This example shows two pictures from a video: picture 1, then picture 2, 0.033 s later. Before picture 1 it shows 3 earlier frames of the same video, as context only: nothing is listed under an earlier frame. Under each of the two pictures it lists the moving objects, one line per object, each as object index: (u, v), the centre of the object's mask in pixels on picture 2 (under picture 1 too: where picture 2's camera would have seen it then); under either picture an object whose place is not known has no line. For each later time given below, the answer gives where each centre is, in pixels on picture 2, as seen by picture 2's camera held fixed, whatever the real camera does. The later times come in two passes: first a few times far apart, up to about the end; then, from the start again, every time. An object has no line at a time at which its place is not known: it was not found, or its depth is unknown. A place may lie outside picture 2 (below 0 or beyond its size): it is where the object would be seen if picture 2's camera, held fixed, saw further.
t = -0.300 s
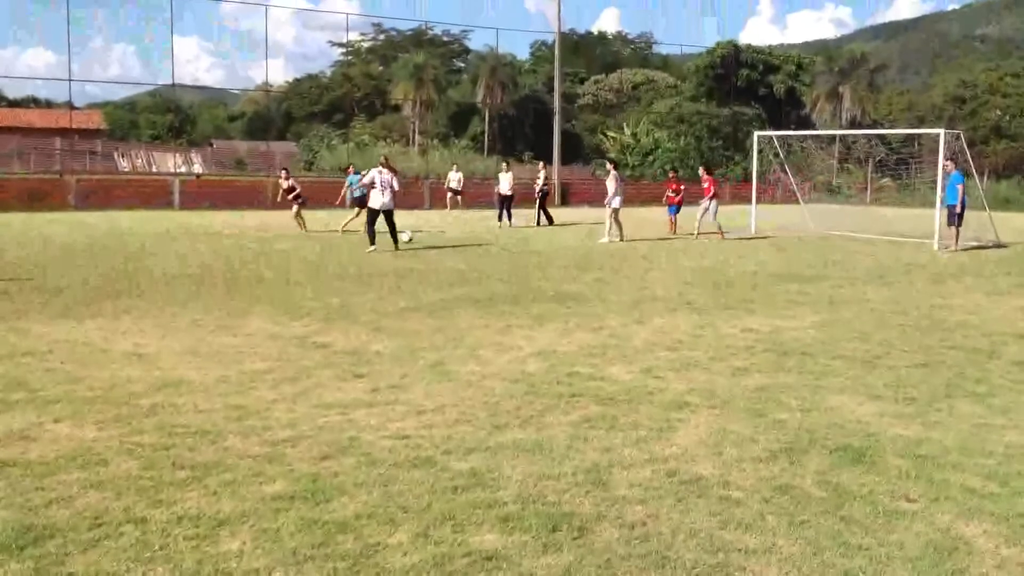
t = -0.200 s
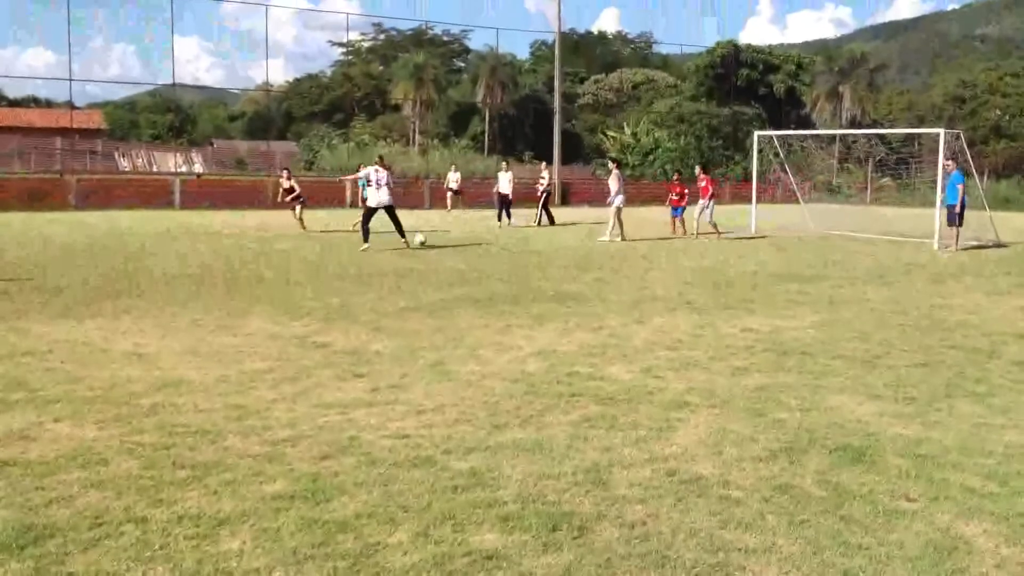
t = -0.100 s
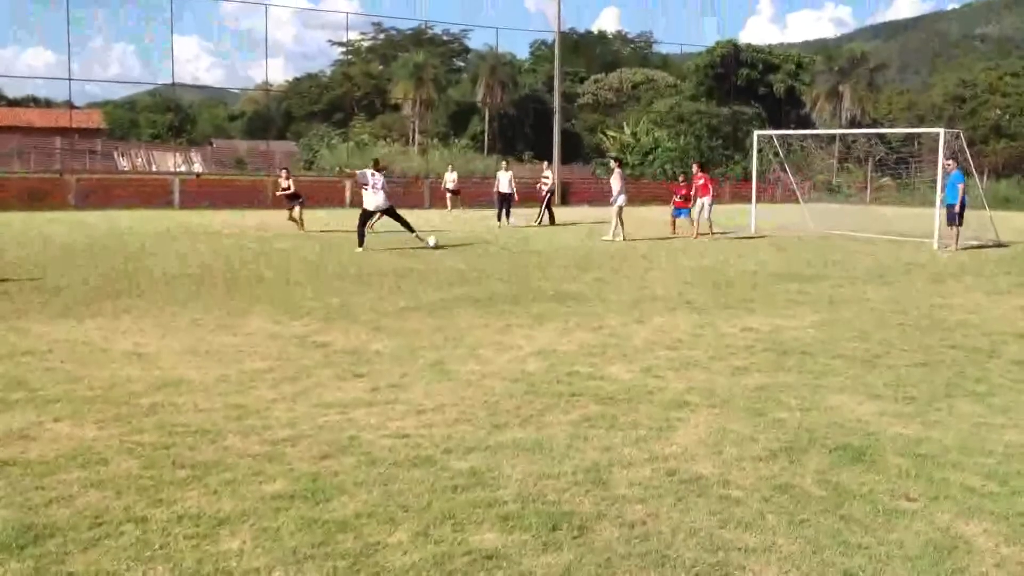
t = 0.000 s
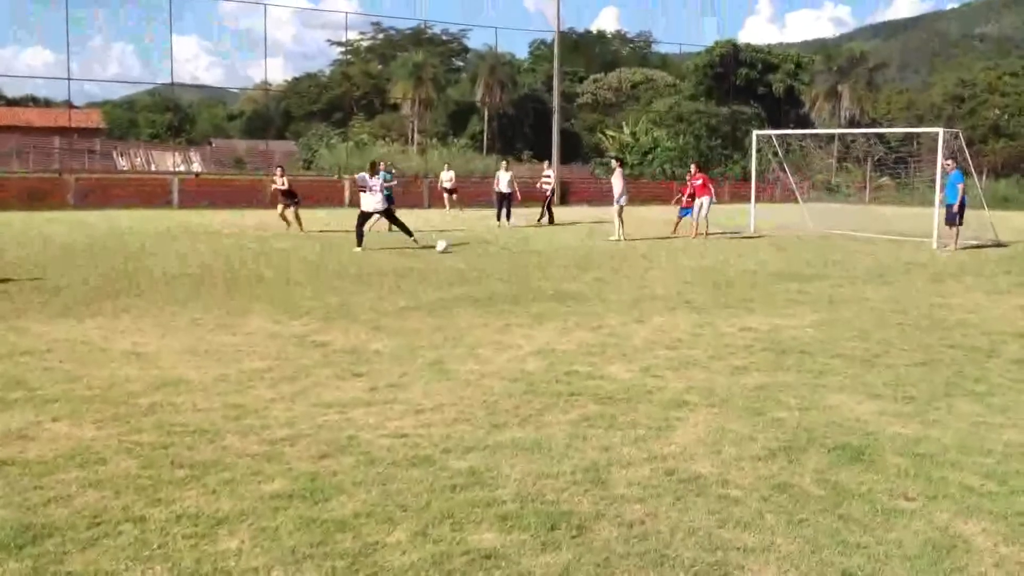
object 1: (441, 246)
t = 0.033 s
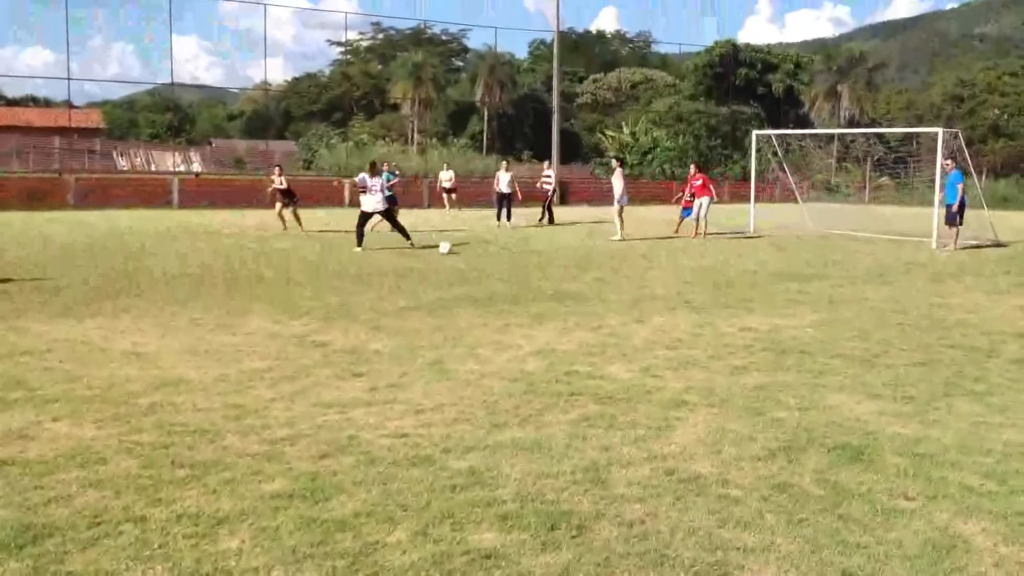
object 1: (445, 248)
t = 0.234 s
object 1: (466, 252)
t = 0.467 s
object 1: (493, 263)
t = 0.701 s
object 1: (522, 271)
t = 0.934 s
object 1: (556, 279)
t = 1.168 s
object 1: (595, 292)
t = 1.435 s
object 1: (646, 303)
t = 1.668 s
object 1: (700, 319)
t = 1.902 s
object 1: (762, 336)
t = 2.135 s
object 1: (833, 354)
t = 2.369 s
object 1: (915, 375)
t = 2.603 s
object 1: (1013, 398)
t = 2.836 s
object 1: (1131, 432)
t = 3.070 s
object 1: (1268, 466)
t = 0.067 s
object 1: (449, 247)
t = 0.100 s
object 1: (452, 246)
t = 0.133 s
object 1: (455, 247)
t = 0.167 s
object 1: (459, 248)
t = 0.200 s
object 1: (462, 249)
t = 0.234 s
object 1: (466, 252)
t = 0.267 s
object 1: (469, 255)
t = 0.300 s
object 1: (473, 256)
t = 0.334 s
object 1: (476, 257)
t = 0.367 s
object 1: (481, 257)
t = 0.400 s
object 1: (485, 258)
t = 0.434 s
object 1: (489, 260)
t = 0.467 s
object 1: (493, 263)
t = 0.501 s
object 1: (496, 264)
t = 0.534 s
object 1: (500, 264)
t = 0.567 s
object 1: (505, 264)
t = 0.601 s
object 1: (509, 266)
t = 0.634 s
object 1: (514, 266)
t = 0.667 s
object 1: (518, 269)
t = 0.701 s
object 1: (522, 271)
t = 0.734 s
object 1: (527, 271)
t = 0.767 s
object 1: (532, 272)
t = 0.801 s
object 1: (537, 272)
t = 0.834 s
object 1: (541, 274)
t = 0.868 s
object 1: (546, 276)
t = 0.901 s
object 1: (552, 277)
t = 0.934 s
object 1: (556, 279)
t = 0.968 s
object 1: (562, 279)
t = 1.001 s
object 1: (567, 278)
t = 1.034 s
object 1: (572, 280)
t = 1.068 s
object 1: (578, 281)
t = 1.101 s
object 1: (584, 284)
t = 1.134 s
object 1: (590, 287)
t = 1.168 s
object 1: (595, 292)
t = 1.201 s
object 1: (601, 292)
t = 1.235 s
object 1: (607, 293)
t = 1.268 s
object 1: (613, 295)
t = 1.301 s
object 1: (619, 297)
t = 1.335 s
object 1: (626, 299)
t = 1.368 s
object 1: (633, 299)
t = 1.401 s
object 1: (639, 301)
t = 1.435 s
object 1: (646, 303)
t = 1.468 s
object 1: (653, 305)
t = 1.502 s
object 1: (660, 307)
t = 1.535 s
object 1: (668, 310)
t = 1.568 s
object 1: (676, 312)
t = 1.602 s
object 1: (684, 314)
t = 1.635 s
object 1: (692, 316)
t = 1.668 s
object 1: (700, 319)
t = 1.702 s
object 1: (708, 321)
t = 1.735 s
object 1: (717, 324)
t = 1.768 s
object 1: (725, 325)
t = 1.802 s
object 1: (735, 327)
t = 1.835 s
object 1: (743, 330)
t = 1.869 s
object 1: (753, 332)
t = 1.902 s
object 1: (762, 336)
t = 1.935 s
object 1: (772, 337)
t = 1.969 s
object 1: (782, 342)
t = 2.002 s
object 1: (791, 344)
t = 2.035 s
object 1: (801, 348)
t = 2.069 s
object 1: (812, 349)
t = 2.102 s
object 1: (823, 351)
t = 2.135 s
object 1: (833, 354)
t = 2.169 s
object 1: (843, 356)
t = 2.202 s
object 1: (856, 360)
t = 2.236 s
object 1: (867, 363)
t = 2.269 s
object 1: (878, 367)
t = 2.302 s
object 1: (890, 369)
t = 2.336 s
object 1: (902, 371)
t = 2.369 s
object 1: (915, 375)
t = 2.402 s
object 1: (929, 379)
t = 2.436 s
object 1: (941, 383)
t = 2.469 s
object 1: (955, 386)
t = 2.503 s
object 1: (968, 387)
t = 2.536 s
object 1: (983, 389)
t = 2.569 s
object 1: (998, 393)
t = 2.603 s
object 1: (1013, 398)
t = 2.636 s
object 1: (1029, 403)
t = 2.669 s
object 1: (1044, 406)
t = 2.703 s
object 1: (1059, 408)
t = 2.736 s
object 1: (1077, 413)
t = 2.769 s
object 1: (1095, 420)
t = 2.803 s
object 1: (1113, 427)
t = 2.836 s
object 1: (1131, 432)
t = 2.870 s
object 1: (1149, 435)
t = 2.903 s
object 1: (1167, 438)
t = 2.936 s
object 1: (1187, 443)
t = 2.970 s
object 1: (1207, 449)
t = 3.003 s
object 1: (1227, 455)
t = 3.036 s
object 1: (1247, 461)
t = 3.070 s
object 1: (1268, 466)
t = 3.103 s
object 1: (1285, 469)
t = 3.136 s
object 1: (1297, 472)
